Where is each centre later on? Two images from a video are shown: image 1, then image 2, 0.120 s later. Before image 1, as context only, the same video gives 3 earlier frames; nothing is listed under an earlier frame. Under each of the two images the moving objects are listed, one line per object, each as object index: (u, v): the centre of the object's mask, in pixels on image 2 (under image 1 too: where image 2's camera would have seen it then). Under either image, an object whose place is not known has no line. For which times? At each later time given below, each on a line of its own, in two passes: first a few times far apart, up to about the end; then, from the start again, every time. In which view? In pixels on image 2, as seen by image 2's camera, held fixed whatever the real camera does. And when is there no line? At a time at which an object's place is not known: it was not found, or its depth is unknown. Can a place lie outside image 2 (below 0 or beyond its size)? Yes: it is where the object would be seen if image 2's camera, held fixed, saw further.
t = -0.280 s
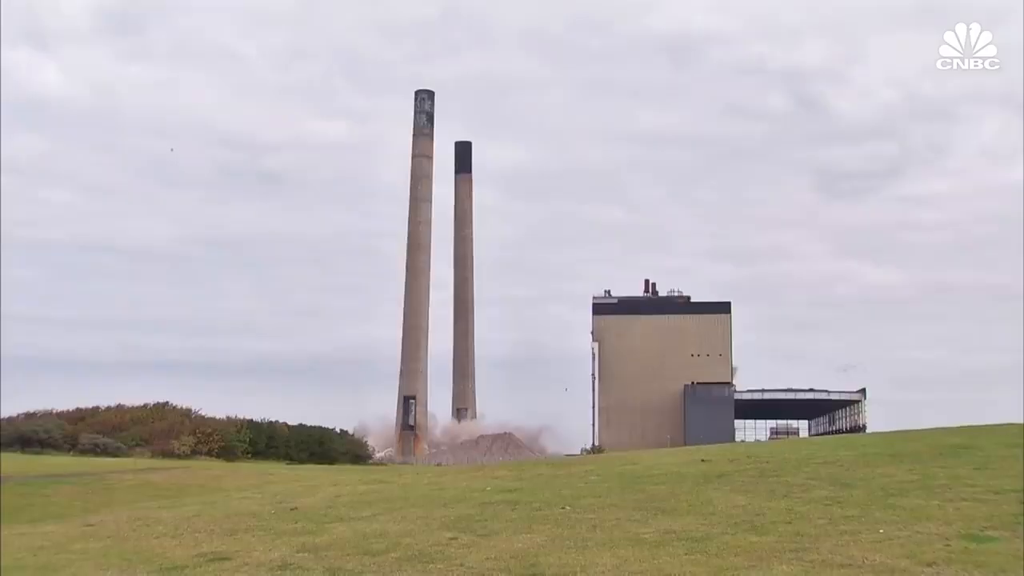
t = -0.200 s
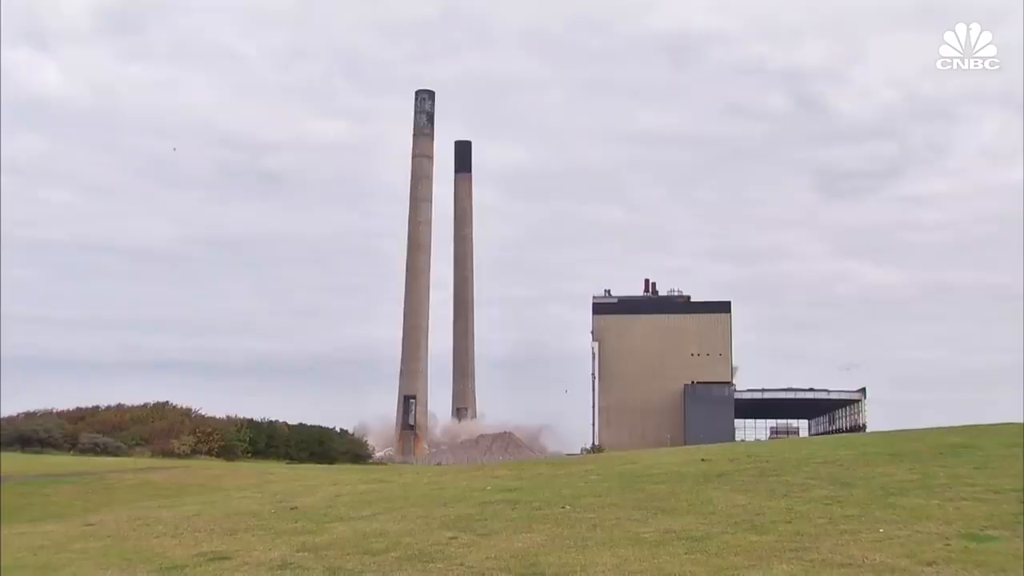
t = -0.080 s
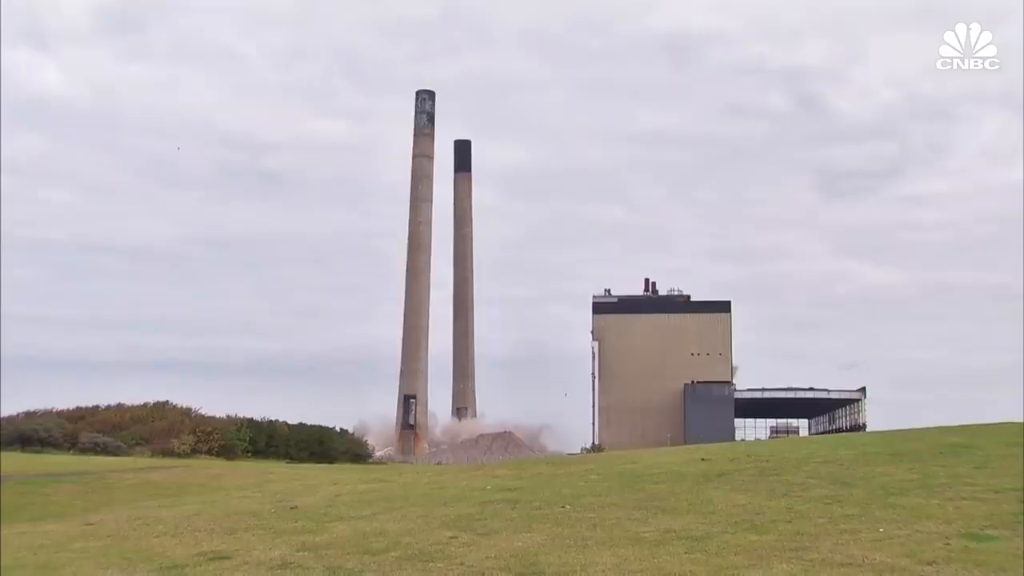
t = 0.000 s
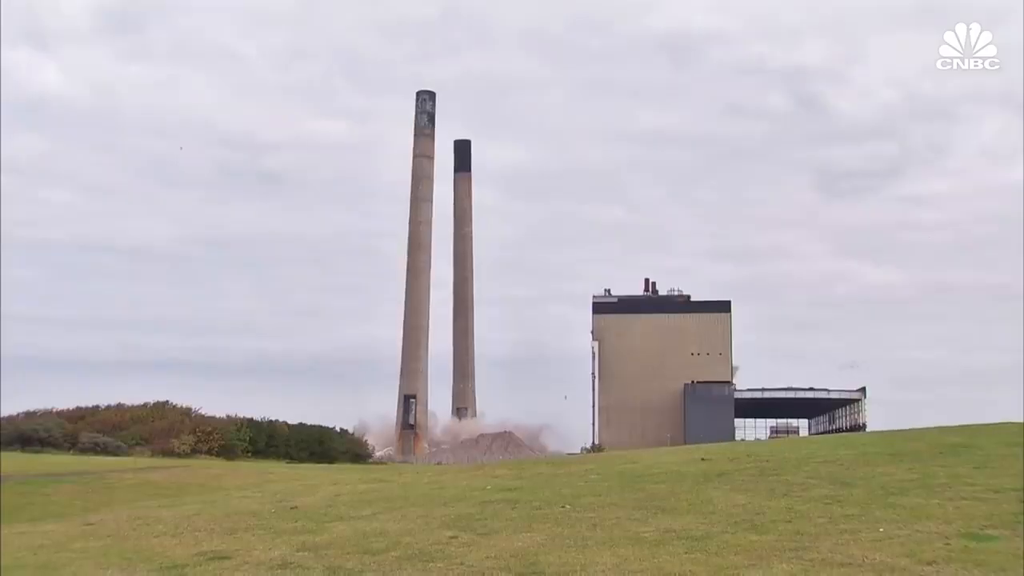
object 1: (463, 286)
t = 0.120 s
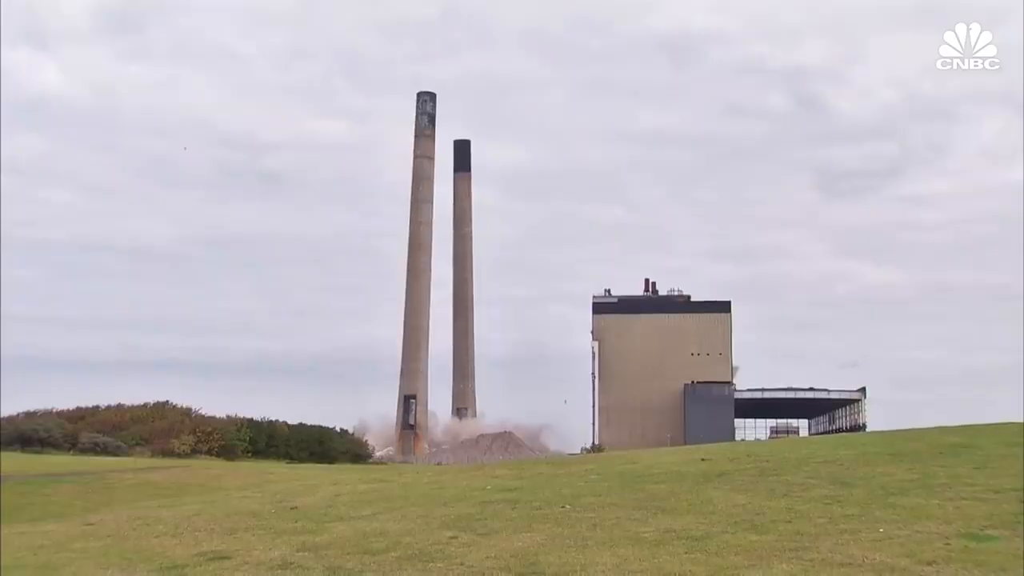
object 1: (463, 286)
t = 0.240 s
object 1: (463, 286)
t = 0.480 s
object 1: (462, 286)
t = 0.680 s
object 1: (462, 286)
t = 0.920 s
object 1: (461, 285)
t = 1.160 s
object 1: (461, 285)
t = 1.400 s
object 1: (460, 285)
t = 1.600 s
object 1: (459, 285)
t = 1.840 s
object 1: (459, 285)
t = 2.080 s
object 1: (458, 286)
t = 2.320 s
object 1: (457, 290)
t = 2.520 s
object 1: (457, 294)
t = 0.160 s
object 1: (463, 286)
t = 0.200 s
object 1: (463, 286)
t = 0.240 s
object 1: (463, 286)
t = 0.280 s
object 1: (463, 287)
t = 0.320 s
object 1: (462, 286)
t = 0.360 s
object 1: (462, 286)
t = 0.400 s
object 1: (462, 286)
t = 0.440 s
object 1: (462, 286)
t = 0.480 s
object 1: (462, 286)
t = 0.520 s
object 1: (462, 286)
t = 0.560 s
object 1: (462, 286)
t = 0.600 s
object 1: (462, 286)
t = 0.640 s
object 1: (462, 285)
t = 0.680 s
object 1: (462, 286)
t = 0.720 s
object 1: (462, 285)
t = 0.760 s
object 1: (462, 286)
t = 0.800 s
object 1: (462, 286)
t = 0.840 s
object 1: (461, 285)
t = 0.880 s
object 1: (461, 285)
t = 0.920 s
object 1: (461, 285)
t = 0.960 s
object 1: (461, 285)
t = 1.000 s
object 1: (461, 285)
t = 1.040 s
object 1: (461, 285)
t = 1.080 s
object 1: (461, 285)
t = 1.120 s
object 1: (461, 285)
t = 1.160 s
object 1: (461, 285)
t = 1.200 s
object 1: (461, 285)
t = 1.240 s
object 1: (460, 285)
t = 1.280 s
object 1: (460, 285)
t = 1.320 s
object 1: (460, 285)
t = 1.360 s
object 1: (460, 285)
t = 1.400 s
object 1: (460, 285)
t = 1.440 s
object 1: (460, 285)
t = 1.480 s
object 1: (460, 285)
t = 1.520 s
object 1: (460, 284)
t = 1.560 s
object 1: (460, 284)
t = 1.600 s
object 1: (459, 285)
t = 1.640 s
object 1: (459, 284)
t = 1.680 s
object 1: (459, 284)
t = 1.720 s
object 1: (459, 284)
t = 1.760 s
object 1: (459, 284)
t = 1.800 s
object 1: (459, 284)
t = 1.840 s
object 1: (459, 285)
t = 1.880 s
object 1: (459, 285)
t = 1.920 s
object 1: (458, 285)
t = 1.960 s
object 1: (458, 285)
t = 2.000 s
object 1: (458, 286)
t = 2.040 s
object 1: (458, 286)
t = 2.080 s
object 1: (458, 286)
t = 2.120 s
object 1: (458, 287)
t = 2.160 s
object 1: (458, 287)
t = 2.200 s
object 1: (458, 287)
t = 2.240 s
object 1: (458, 288)
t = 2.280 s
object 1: (458, 289)
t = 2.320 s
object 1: (457, 290)
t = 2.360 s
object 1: (457, 290)
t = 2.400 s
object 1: (457, 291)
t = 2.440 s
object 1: (457, 292)
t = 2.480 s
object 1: (457, 293)
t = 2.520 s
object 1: (457, 294)
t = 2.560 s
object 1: (457, 295)
